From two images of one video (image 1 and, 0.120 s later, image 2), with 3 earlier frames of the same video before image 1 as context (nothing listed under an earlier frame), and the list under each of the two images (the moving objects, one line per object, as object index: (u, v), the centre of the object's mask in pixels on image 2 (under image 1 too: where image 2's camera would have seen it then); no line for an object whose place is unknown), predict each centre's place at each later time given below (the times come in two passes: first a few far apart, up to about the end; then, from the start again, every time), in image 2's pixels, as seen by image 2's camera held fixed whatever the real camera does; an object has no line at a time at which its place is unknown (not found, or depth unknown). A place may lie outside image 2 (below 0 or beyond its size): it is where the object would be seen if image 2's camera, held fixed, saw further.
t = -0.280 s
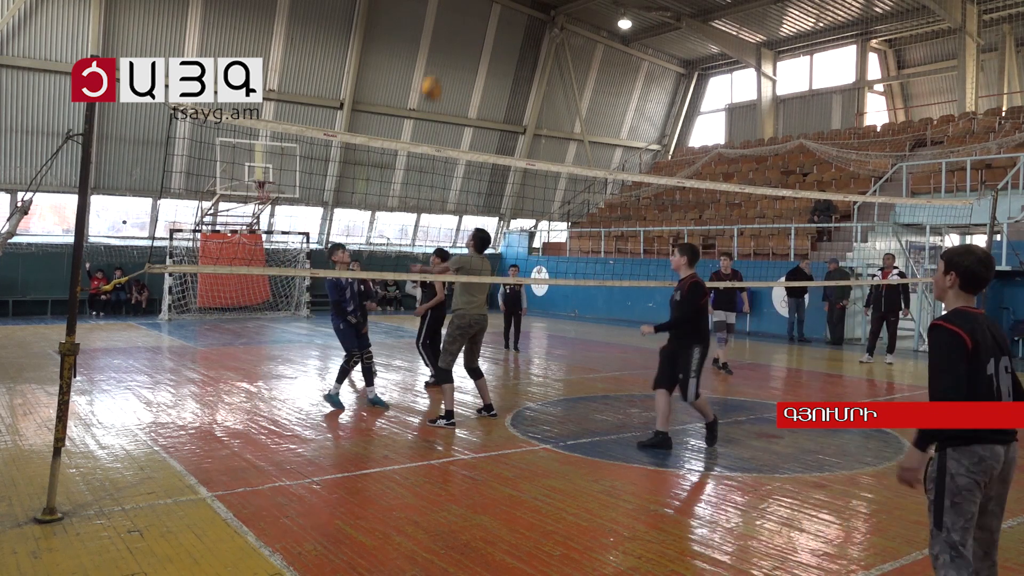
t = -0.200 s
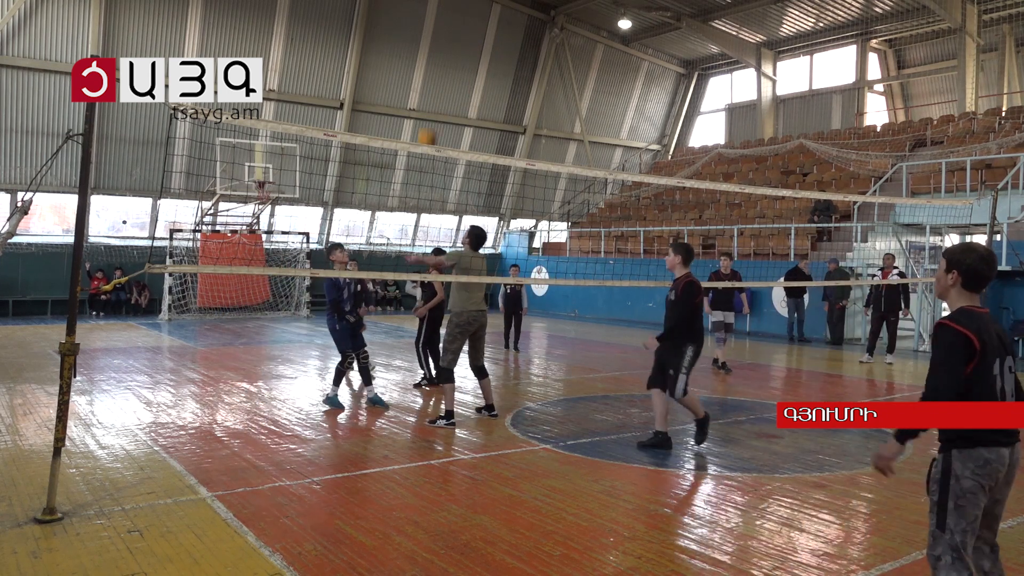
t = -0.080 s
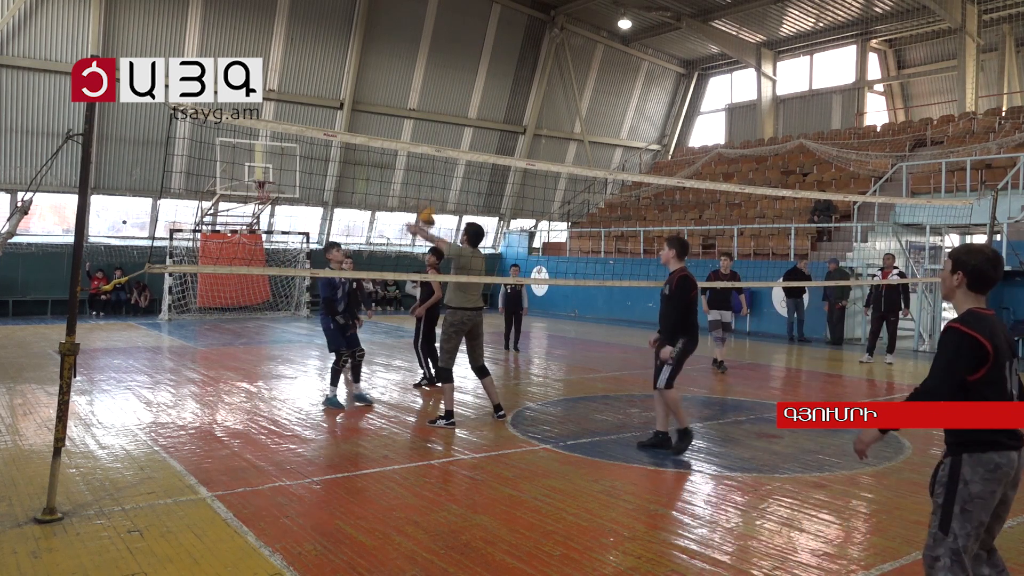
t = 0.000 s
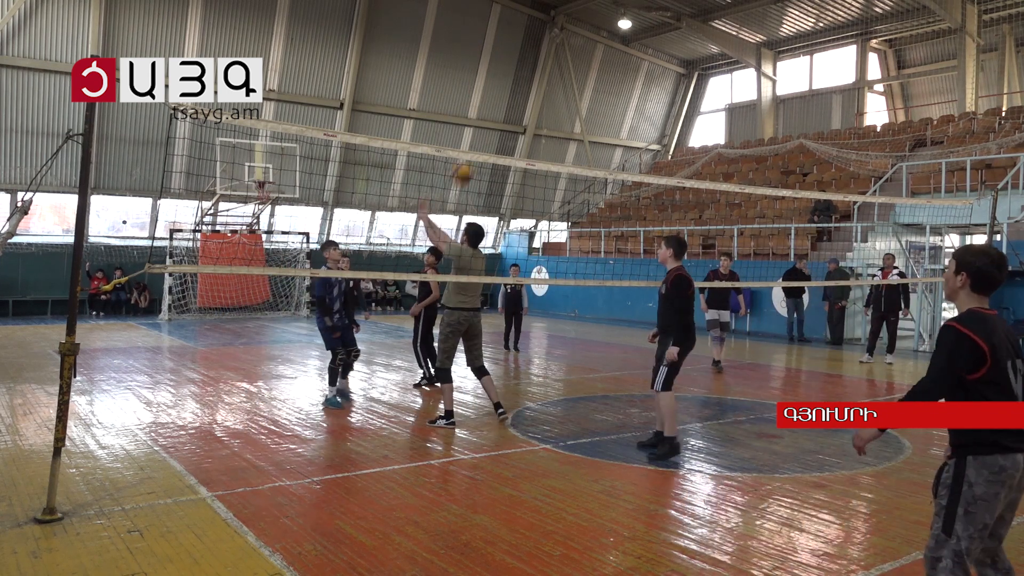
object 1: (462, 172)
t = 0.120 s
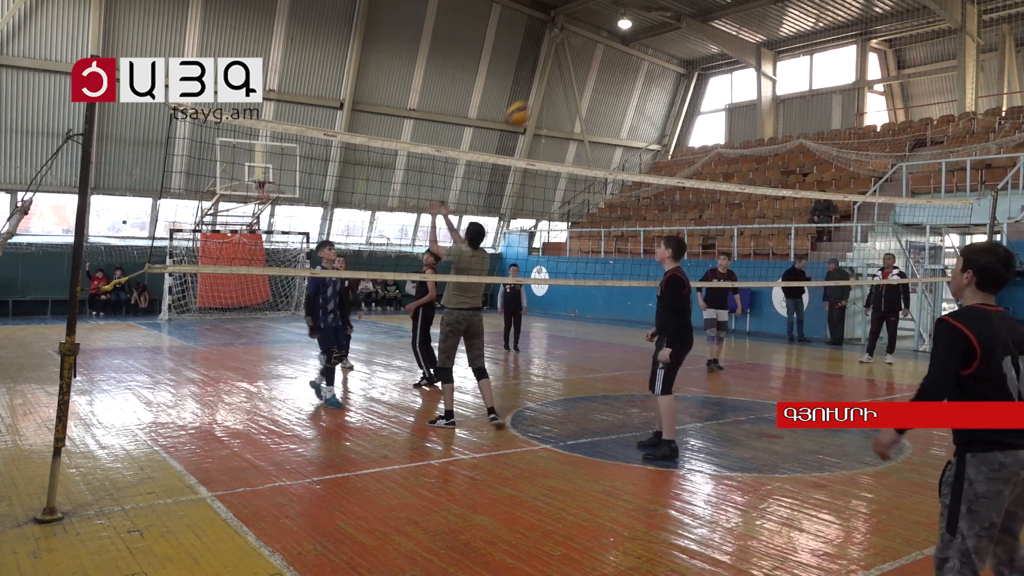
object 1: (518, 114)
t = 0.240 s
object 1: (577, 66)
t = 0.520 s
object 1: (737, 11)
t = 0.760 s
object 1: (899, 40)
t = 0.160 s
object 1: (538, 97)
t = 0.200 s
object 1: (558, 81)
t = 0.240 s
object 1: (577, 66)
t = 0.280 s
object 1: (599, 53)
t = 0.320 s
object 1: (621, 42)
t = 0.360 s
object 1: (644, 30)
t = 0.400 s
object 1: (667, 23)
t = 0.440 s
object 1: (690, 17)
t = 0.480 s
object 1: (713, 12)
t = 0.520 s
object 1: (737, 11)
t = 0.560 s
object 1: (763, 11)
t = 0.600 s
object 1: (788, 11)
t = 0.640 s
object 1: (816, 14)
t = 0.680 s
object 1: (843, 20)
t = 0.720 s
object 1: (869, 28)
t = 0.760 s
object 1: (899, 40)
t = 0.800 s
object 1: (927, 54)
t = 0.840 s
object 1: (958, 71)
